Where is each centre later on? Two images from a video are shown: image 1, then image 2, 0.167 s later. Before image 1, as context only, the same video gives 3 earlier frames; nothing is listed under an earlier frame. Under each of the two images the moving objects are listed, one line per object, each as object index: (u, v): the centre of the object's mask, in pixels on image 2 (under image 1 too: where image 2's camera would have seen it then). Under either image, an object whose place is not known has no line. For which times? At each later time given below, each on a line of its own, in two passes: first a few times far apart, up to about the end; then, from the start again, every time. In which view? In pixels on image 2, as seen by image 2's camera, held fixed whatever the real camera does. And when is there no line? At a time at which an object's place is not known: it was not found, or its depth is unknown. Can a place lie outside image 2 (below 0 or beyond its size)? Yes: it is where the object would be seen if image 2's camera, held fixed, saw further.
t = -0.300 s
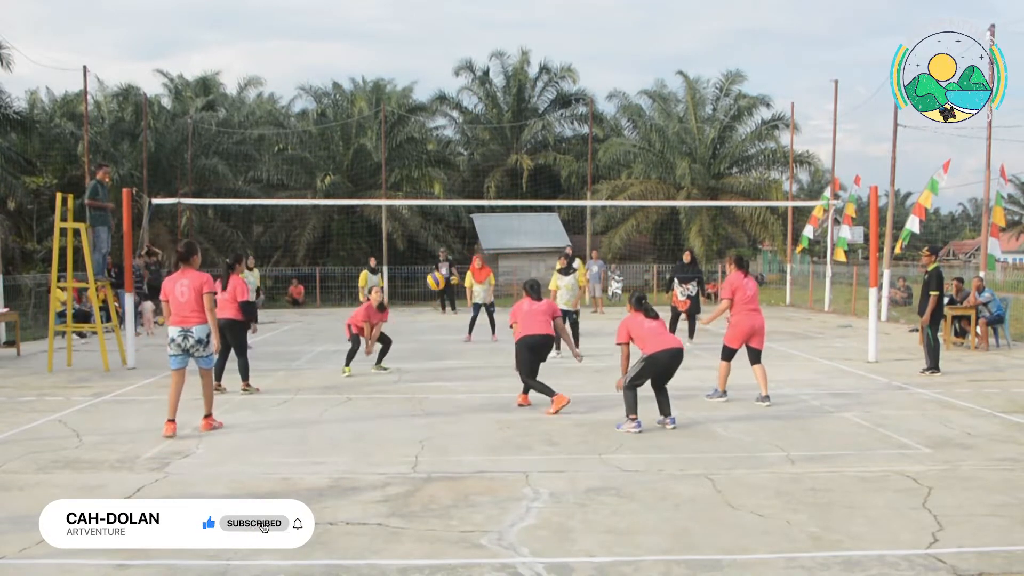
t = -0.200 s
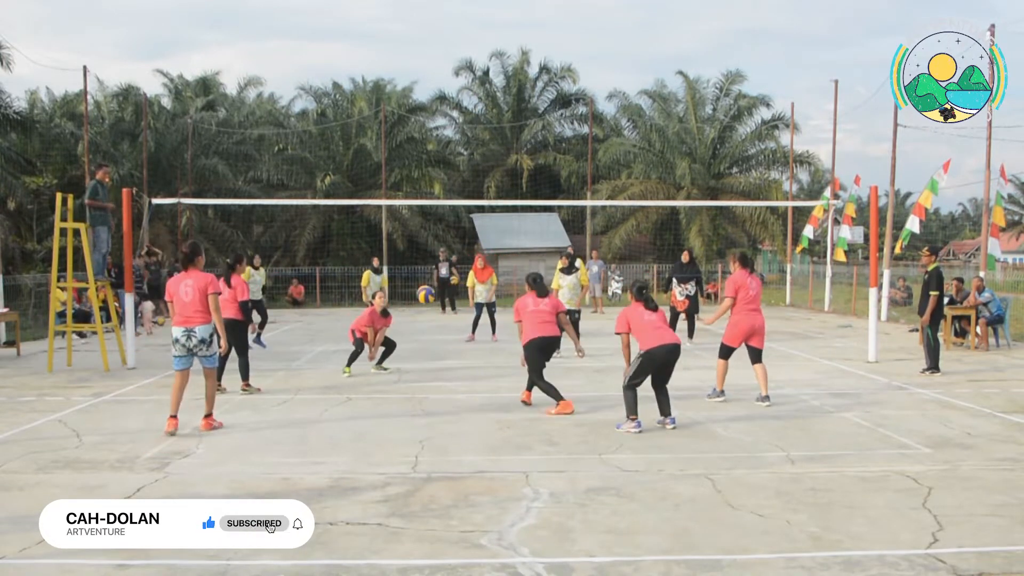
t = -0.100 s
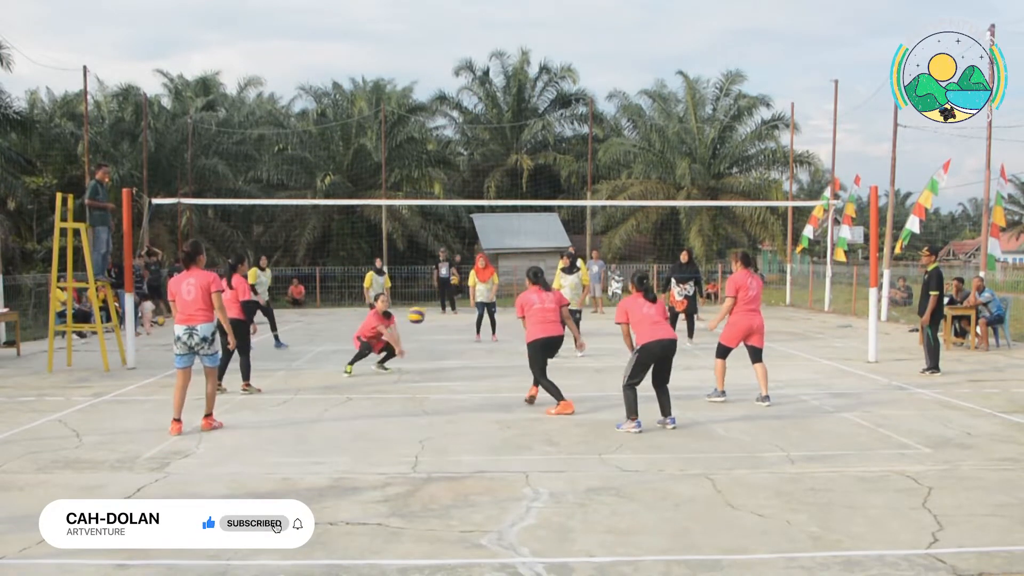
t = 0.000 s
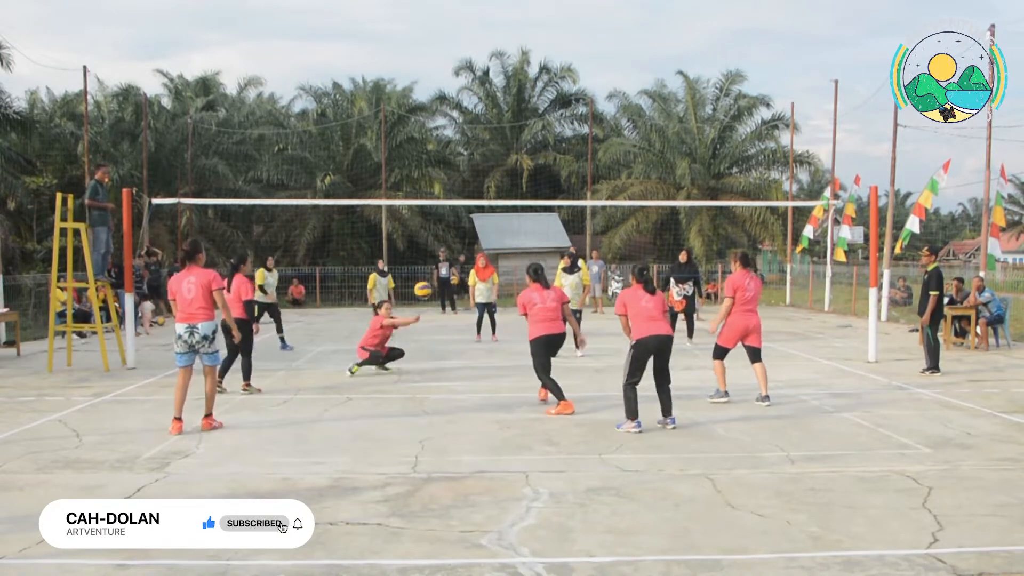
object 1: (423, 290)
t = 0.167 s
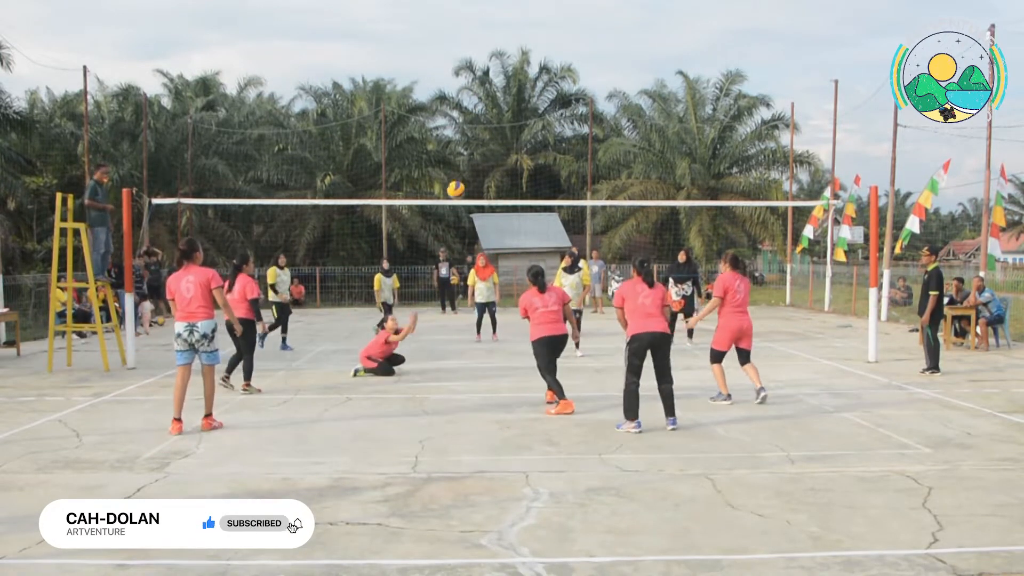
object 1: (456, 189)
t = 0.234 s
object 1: (469, 156)
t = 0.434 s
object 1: (511, 76)
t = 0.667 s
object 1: (557, 26)
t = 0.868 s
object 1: (598, 16)
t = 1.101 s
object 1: (646, 47)
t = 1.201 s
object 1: (666, 75)
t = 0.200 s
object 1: (463, 172)
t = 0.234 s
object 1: (469, 156)
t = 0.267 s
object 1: (476, 141)
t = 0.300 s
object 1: (483, 126)
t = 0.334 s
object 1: (490, 112)
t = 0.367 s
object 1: (497, 100)
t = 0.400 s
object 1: (503, 88)
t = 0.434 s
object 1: (511, 76)
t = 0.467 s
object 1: (517, 66)
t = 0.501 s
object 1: (524, 58)
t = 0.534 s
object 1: (530, 50)
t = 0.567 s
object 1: (537, 43)
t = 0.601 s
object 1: (544, 36)
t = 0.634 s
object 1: (551, 30)
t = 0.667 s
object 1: (557, 26)
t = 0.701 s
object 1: (564, 22)
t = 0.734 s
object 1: (571, 19)
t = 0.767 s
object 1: (578, 17)
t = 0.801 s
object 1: (585, 16)
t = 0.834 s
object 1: (591, 16)
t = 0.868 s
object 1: (598, 16)
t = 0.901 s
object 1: (605, 18)
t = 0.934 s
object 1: (612, 20)
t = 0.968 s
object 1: (619, 24)
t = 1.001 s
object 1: (625, 29)
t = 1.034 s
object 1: (632, 33)
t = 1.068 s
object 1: (639, 40)
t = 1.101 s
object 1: (646, 47)
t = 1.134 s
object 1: (652, 55)
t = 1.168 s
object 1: (659, 64)
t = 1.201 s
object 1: (666, 75)
